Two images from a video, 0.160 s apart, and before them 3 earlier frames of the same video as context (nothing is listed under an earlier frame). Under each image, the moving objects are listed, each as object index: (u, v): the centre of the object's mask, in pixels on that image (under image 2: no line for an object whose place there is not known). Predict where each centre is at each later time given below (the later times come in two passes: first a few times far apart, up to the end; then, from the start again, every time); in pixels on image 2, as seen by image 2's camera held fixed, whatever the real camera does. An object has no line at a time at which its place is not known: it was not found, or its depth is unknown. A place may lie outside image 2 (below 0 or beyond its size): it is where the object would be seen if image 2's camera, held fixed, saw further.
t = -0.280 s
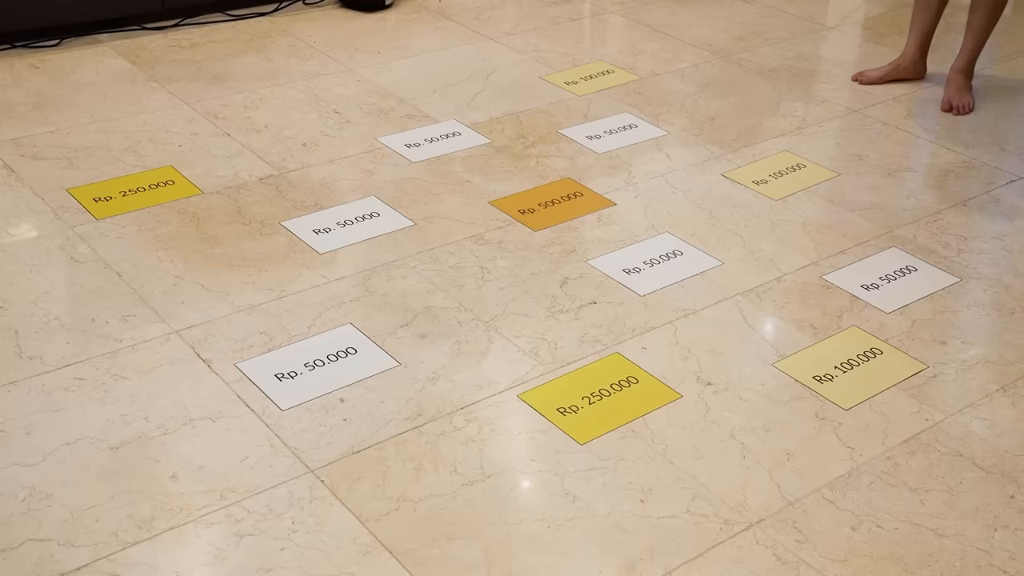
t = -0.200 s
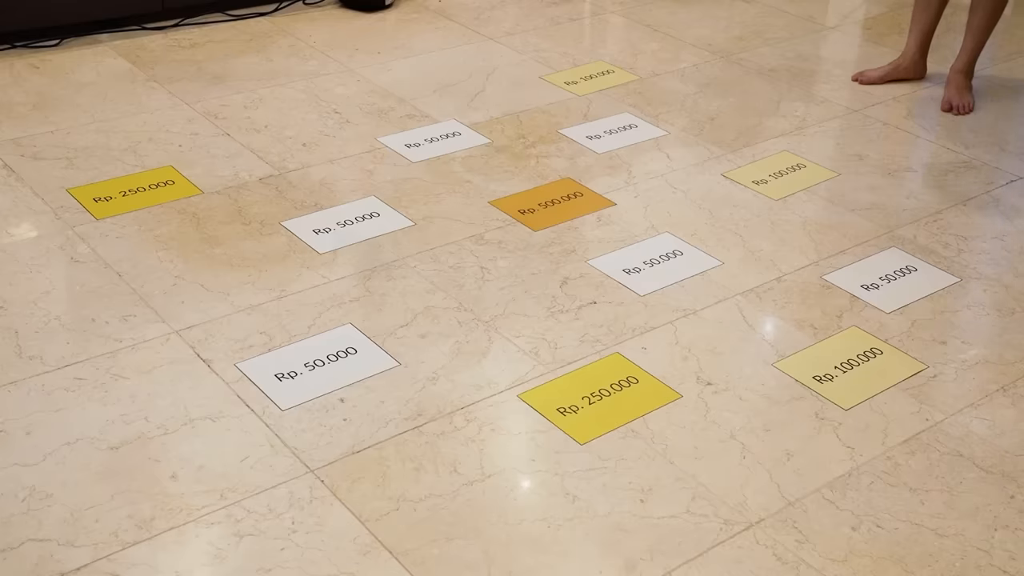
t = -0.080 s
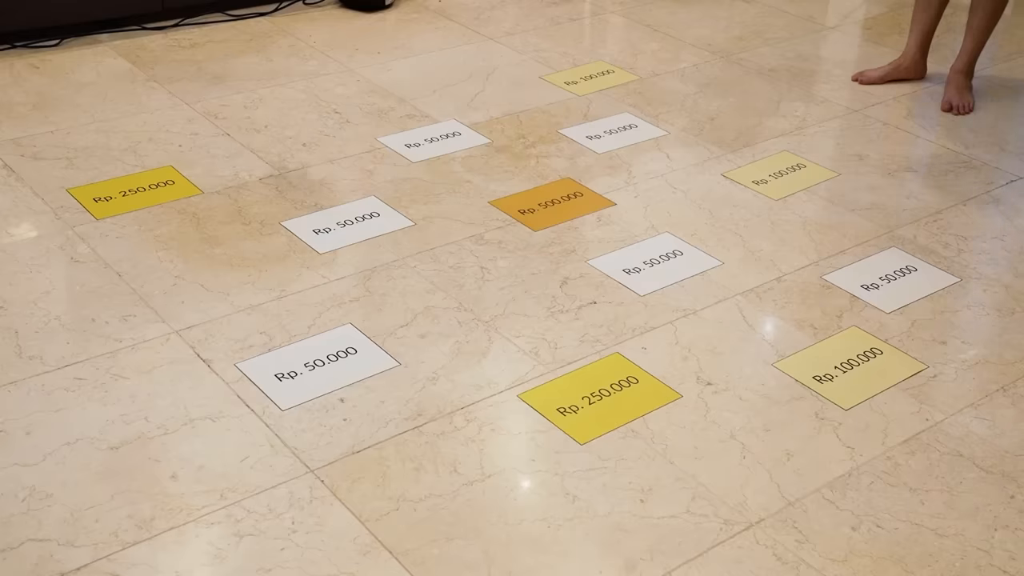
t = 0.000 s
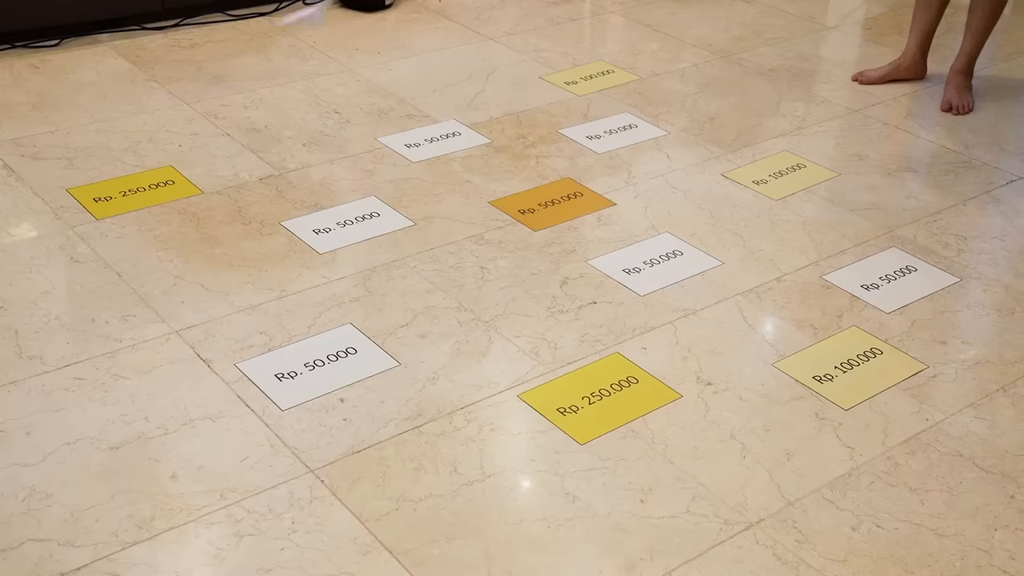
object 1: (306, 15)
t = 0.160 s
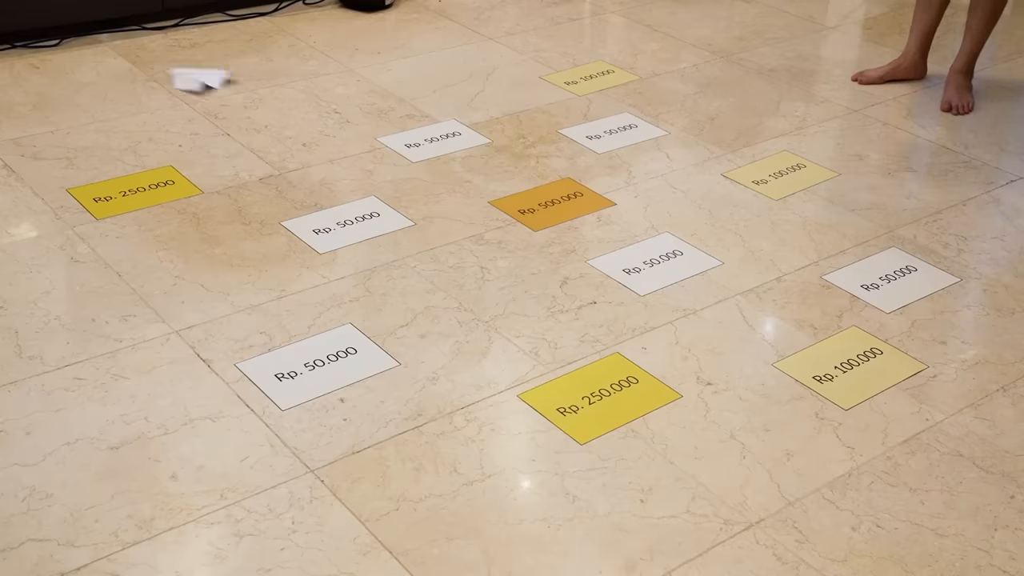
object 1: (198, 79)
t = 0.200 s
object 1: (184, 72)
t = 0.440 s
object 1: (145, 58)
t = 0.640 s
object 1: (145, 59)
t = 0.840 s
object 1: (145, 59)
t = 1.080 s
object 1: (145, 59)
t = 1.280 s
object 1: (145, 59)
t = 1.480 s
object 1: (145, 59)
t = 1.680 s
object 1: (145, 59)
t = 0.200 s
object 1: (184, 72)
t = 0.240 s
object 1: (173, 66)
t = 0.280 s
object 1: (162, 64)
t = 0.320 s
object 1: (155, 62)
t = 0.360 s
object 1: (150, 60)
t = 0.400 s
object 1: (146, 59)
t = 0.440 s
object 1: (145, 58)
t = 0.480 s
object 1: (145, 58)
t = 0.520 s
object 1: (145, 59)
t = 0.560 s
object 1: (145, 59)
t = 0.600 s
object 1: (145, 59)
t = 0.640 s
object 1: (145, 59)
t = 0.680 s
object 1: (145, 59)
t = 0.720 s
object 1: (145, 59)
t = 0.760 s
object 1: (145, 59)
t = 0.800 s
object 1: (145, 59)
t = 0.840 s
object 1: (145, 59)
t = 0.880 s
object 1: (145, 59)
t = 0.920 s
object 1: (145, 59)
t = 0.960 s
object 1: (145, 59)
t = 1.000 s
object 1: (145, 59)
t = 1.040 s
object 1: (145, 59)
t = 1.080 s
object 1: (145, 59)
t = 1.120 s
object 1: (145, 59)
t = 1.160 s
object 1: (145, 59)
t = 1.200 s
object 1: (145, 59)
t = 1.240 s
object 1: (145, 59)
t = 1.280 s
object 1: (145, 59)
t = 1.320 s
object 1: (145, 59)
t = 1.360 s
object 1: (145, 59)
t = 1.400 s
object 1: (145, 59)
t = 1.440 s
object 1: (145, 59)
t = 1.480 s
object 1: (145, 59)
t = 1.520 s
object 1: (145, 59)
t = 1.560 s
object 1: (145, 59)
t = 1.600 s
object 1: (145, 59)
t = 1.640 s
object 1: (145, 59)
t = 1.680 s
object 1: (145, 59)
